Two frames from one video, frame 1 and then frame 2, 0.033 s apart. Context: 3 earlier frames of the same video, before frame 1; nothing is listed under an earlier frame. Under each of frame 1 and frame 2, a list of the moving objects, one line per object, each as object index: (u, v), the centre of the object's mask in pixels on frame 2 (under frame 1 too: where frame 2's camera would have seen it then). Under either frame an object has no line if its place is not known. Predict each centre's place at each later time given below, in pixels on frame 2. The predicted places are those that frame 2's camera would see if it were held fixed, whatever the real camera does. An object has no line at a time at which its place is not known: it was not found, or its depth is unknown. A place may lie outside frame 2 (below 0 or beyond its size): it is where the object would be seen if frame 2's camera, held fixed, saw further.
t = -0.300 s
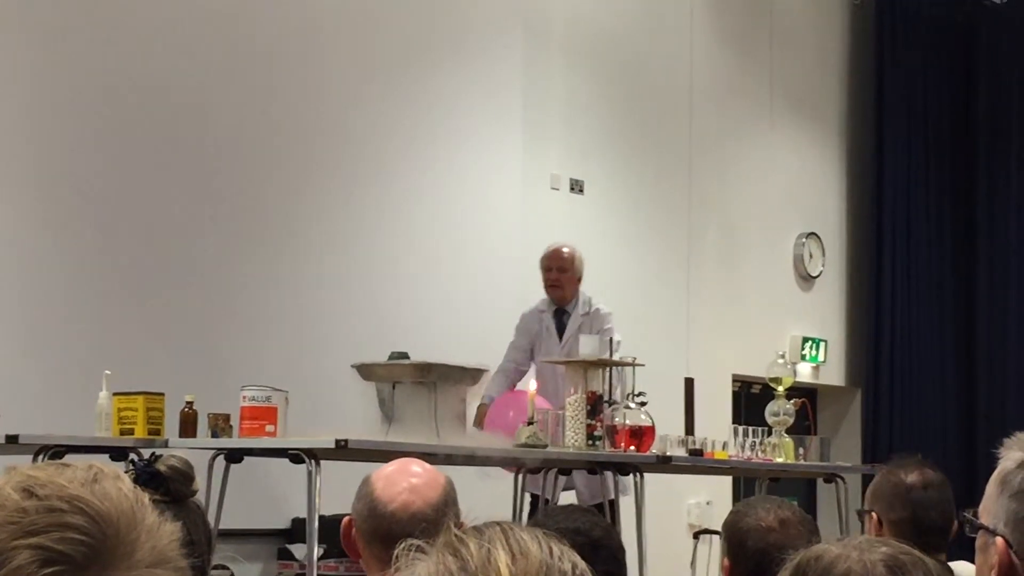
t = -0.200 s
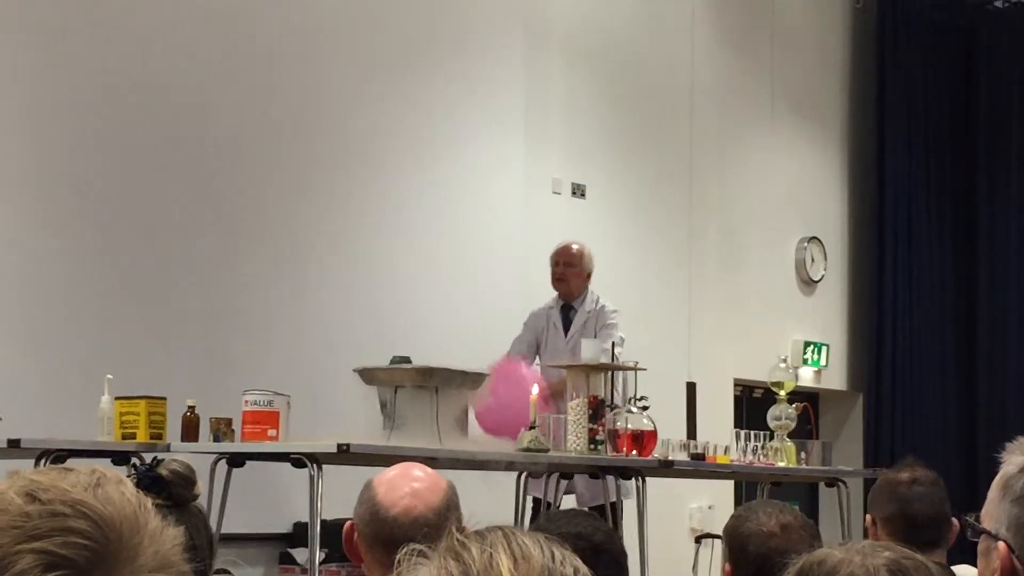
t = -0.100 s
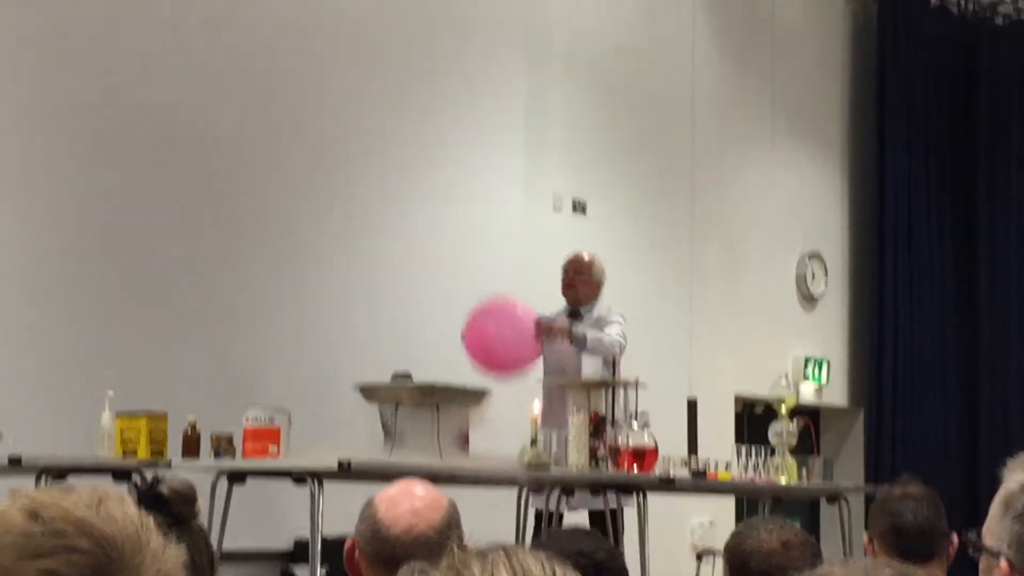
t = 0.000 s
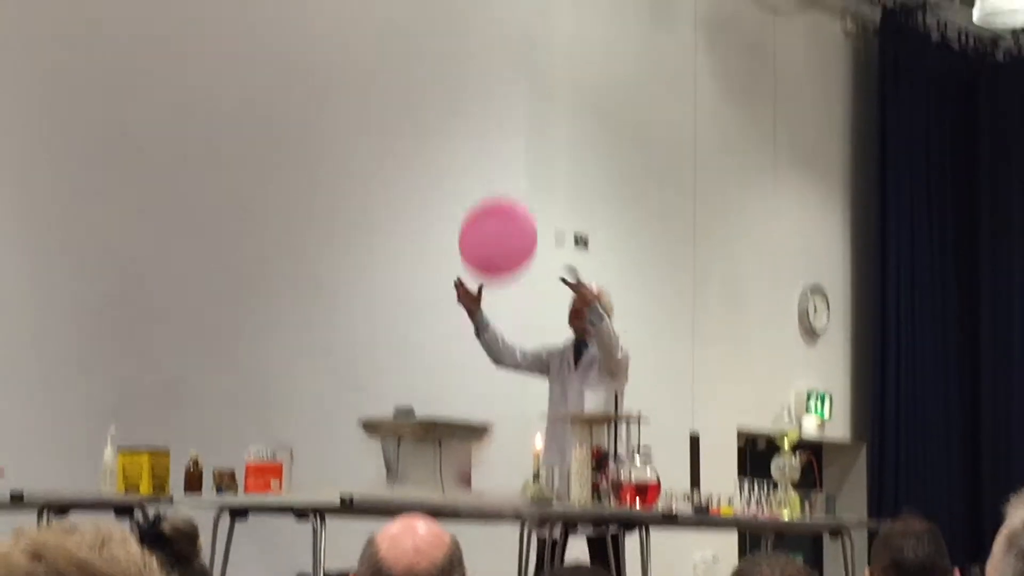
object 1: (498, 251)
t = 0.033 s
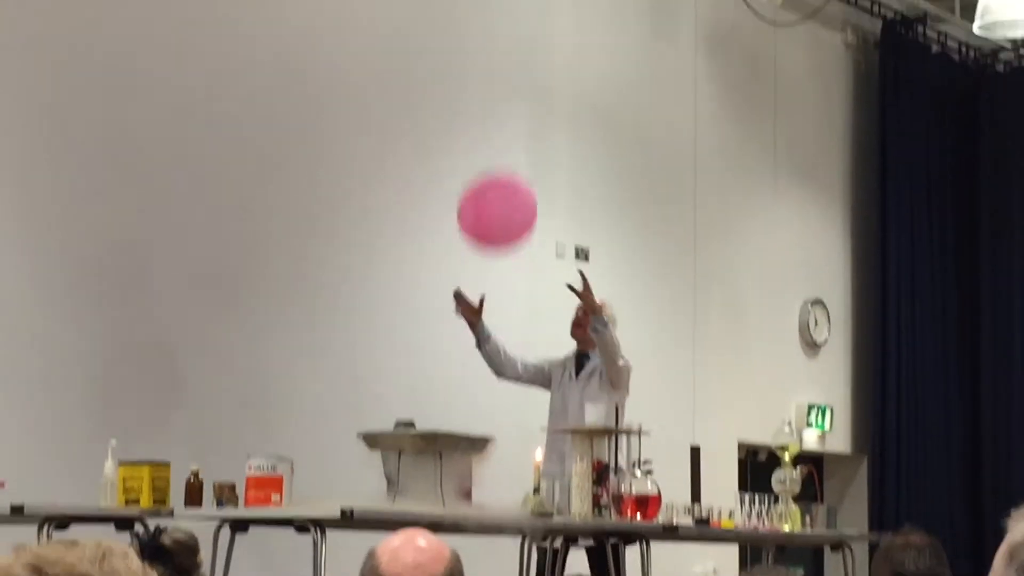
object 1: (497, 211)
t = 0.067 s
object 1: (494, 174)
